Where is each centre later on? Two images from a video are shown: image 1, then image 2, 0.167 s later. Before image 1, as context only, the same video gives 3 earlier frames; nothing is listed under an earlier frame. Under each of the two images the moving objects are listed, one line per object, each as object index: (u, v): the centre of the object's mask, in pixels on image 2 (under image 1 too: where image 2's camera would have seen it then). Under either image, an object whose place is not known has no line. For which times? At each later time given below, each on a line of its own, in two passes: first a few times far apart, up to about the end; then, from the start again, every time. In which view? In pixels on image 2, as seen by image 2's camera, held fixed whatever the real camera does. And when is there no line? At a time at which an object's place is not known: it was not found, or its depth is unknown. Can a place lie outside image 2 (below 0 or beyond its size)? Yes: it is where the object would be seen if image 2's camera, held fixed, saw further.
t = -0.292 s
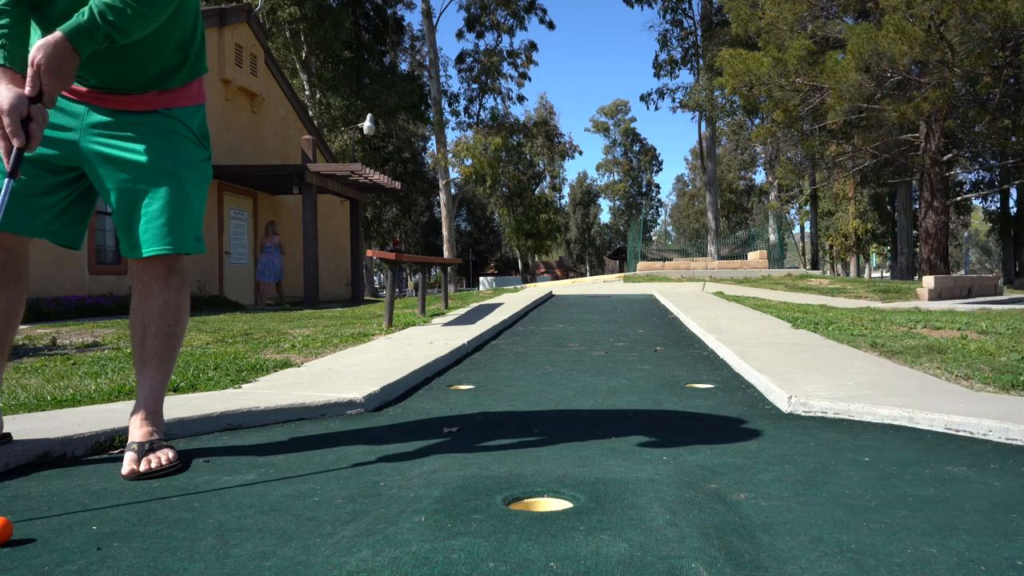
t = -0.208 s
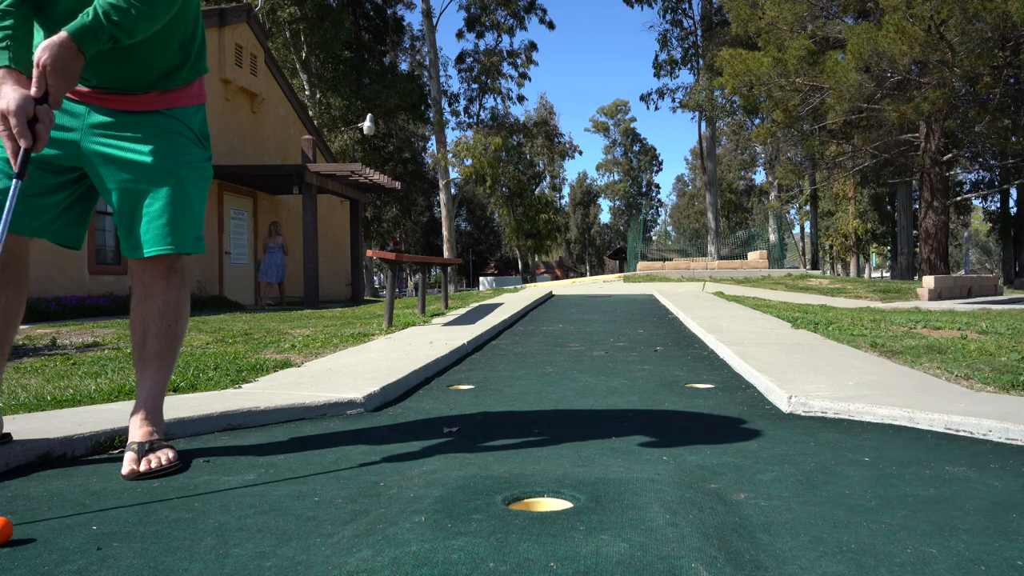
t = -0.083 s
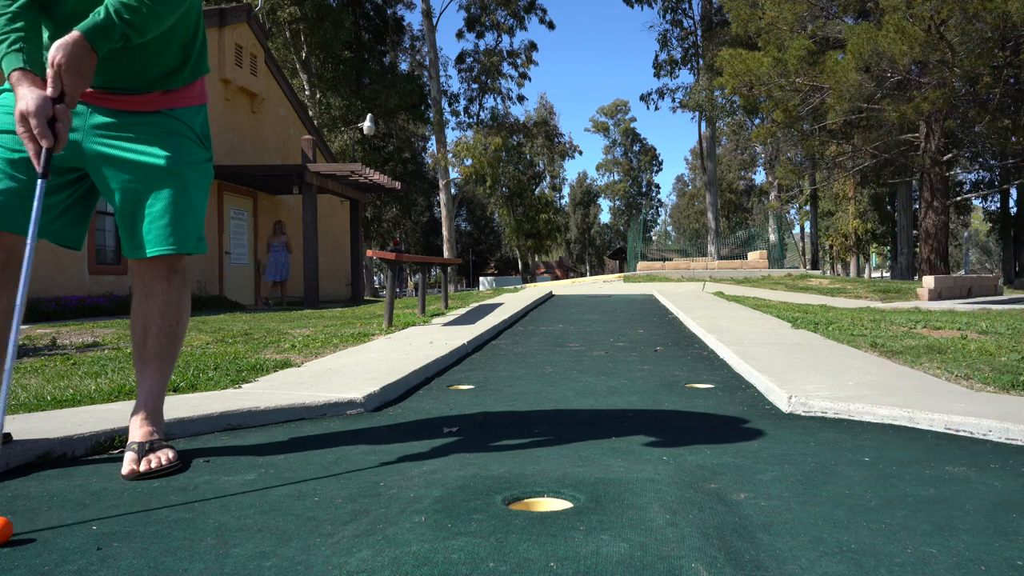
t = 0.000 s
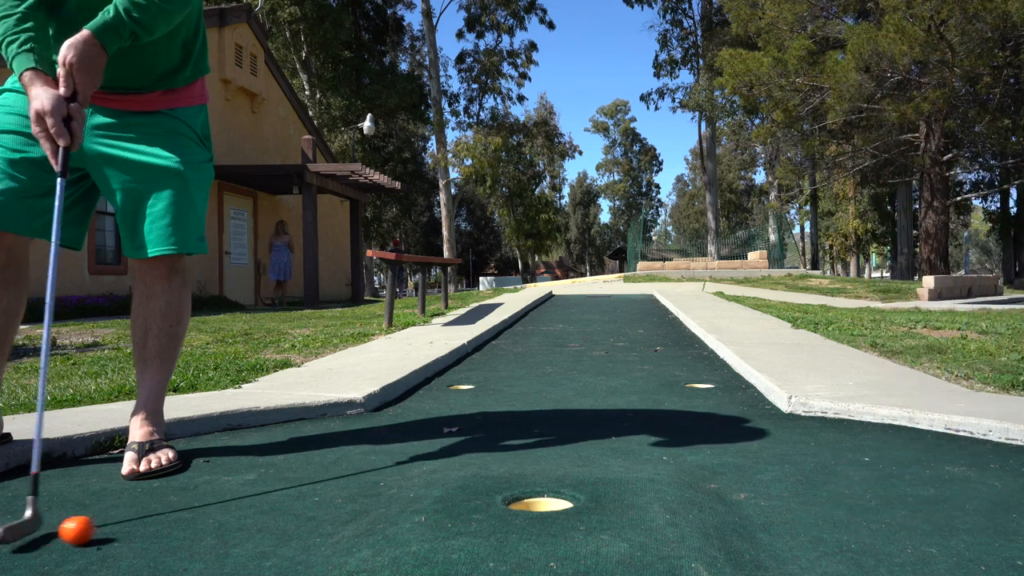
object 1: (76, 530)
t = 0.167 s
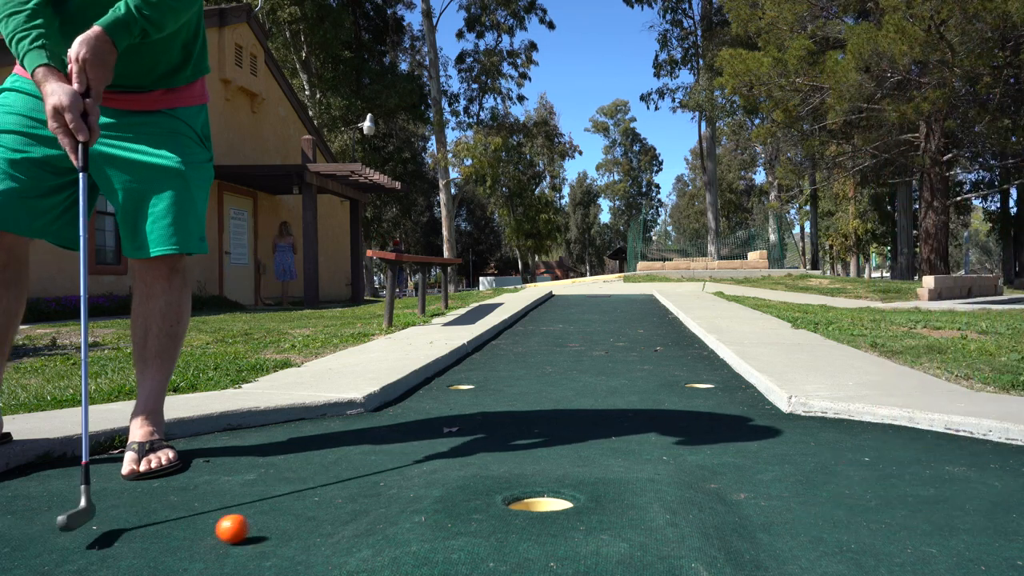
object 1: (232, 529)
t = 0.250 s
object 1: (298, 526)
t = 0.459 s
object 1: (433, 496)
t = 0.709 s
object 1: (573, 493)
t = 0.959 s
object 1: (696, 495)
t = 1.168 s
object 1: (825, 508)
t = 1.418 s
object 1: (979, 503)
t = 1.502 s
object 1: (1018, 500)
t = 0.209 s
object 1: (265, 528)
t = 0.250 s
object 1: (298, 526)
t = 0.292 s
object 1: (330, 521)
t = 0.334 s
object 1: (358, 512)
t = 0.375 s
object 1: (385, 504)
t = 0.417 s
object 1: (409, 499)
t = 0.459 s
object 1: (433, 496)
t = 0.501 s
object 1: (457, 495)
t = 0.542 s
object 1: (480, 495)
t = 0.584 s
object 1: (503, 495)
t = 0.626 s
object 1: (526, 494)
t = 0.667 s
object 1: (550, 494)
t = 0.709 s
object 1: (573, 493)
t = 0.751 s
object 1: (594, 492)
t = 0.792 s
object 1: (615, 490)
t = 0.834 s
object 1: (635, 488)
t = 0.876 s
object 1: (655, 487)
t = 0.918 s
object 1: (675, 490)
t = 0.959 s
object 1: (696, 495)
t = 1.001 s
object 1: (719, 502)
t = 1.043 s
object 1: (745, 508)
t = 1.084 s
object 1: (772, 509)
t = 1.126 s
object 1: (799, 508)
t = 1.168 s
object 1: (825, 508)
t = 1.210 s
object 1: (852, 507)
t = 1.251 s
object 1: (877, 506)
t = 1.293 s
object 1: (903, 505)
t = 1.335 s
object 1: (929, 504)
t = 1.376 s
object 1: (954, 504)
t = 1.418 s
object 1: (979, 503)
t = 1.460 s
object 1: (1004, 502)
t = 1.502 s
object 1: (1018, 500)
